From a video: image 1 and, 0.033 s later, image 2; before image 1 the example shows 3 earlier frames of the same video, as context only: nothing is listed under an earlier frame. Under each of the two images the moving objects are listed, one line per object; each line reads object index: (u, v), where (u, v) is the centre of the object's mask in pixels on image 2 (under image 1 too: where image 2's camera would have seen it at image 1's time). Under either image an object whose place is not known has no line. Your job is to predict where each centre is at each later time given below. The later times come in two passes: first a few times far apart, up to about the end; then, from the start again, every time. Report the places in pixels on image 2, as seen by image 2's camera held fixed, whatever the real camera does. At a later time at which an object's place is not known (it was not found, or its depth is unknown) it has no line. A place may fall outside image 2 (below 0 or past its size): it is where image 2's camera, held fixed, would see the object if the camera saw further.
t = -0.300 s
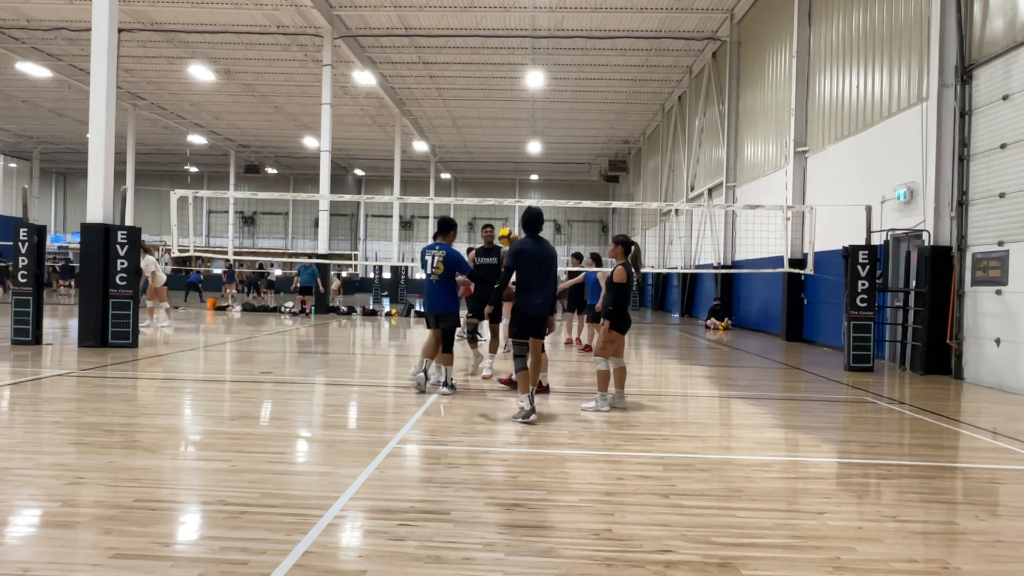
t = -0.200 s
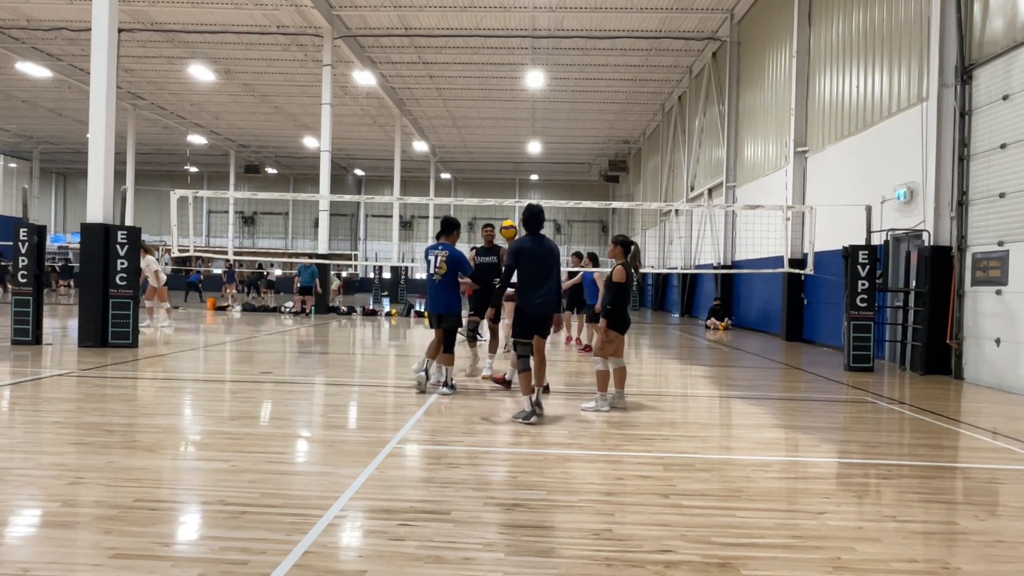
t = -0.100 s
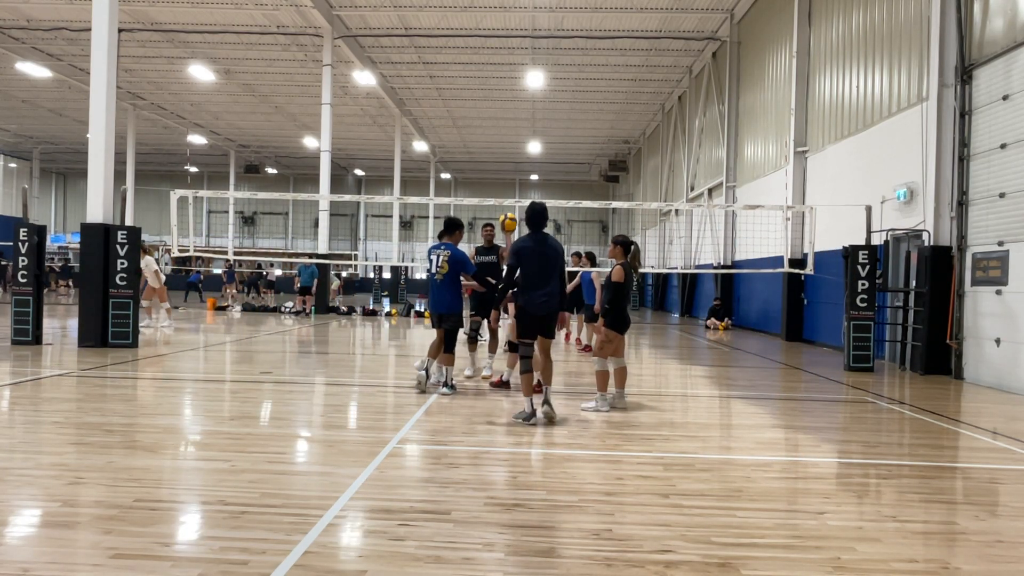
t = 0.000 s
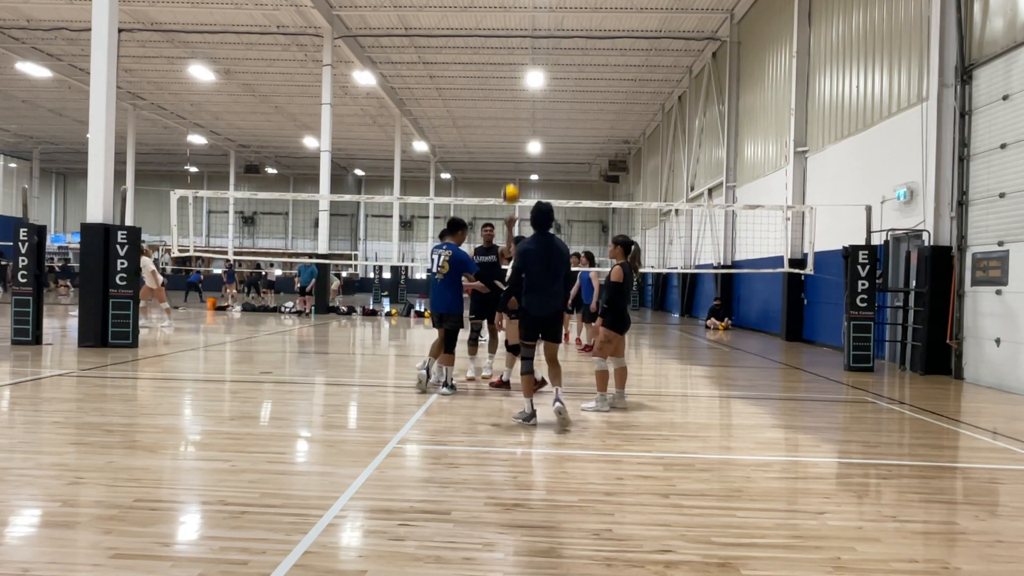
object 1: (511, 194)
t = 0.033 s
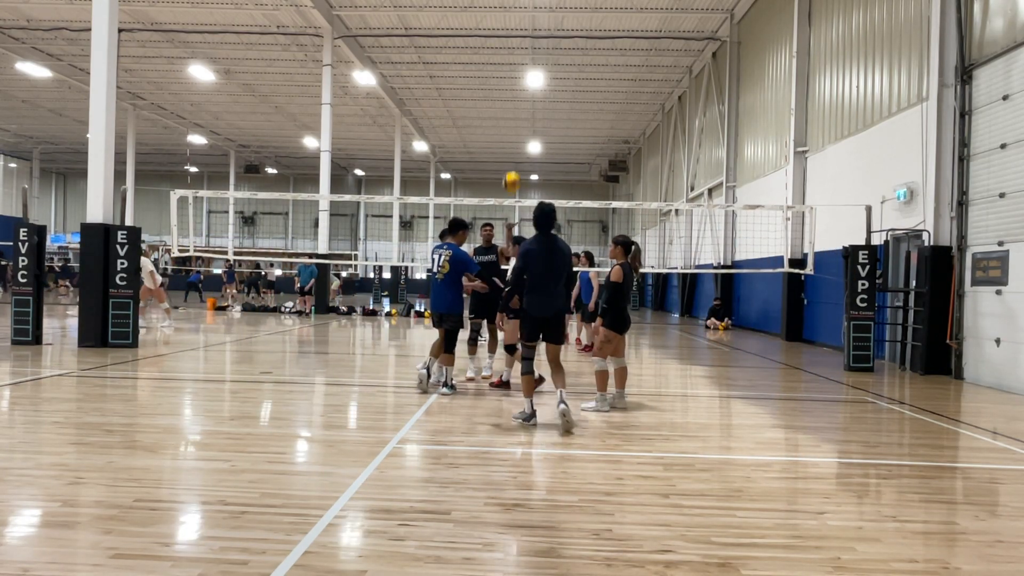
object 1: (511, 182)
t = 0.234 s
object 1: (521, 125)
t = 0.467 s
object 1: (530, 98)
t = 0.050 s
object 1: (512, 176)
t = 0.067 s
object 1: (513, 170)
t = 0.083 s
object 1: (513, 165)
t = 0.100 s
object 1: (514, 160)
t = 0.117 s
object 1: (515, 155)
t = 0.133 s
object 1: (516, 150)
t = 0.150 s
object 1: (516, 145)
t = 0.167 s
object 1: (517, 140)
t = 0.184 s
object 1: (518, 136)
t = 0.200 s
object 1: (519, 132)
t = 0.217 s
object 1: (520, 128)
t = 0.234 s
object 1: (521, 125)
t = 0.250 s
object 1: (521, 121)
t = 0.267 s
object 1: (522, 118)
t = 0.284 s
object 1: (522, 114)
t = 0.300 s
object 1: (523, 111)
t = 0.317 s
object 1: (524, 109)
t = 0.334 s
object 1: (524, 107)
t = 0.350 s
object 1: (525, 105)
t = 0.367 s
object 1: (526, 102)
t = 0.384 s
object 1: (527, 101)
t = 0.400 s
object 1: (527, 99)
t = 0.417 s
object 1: (528, 99)
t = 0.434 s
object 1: (529, 98)
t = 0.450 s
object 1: (529, 98)
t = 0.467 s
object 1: (530, 98)
